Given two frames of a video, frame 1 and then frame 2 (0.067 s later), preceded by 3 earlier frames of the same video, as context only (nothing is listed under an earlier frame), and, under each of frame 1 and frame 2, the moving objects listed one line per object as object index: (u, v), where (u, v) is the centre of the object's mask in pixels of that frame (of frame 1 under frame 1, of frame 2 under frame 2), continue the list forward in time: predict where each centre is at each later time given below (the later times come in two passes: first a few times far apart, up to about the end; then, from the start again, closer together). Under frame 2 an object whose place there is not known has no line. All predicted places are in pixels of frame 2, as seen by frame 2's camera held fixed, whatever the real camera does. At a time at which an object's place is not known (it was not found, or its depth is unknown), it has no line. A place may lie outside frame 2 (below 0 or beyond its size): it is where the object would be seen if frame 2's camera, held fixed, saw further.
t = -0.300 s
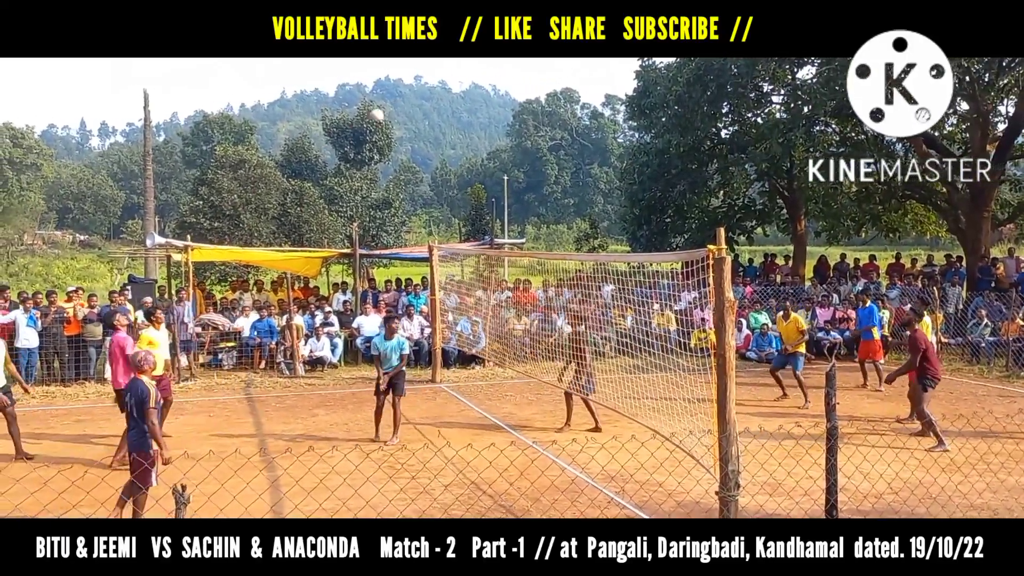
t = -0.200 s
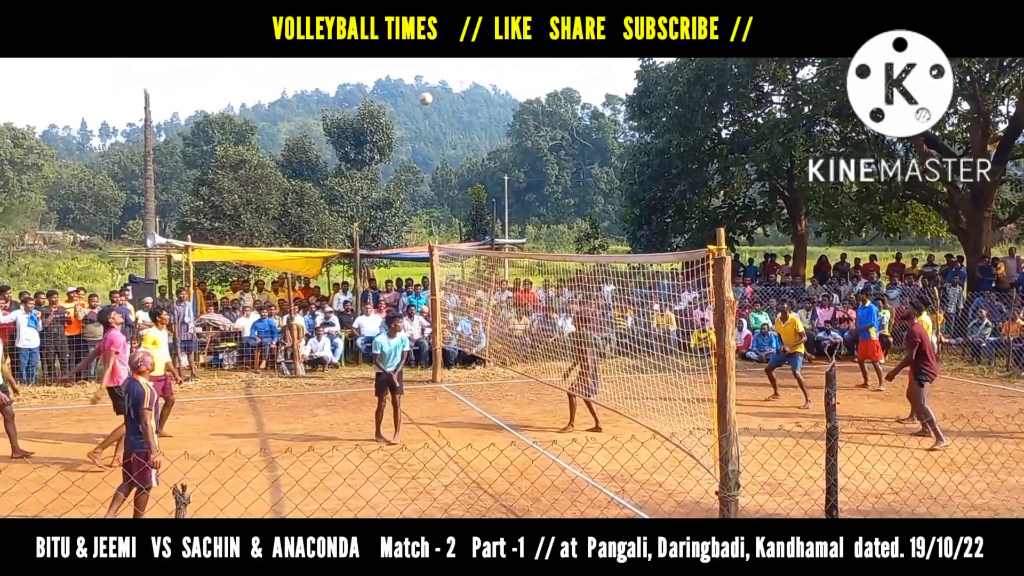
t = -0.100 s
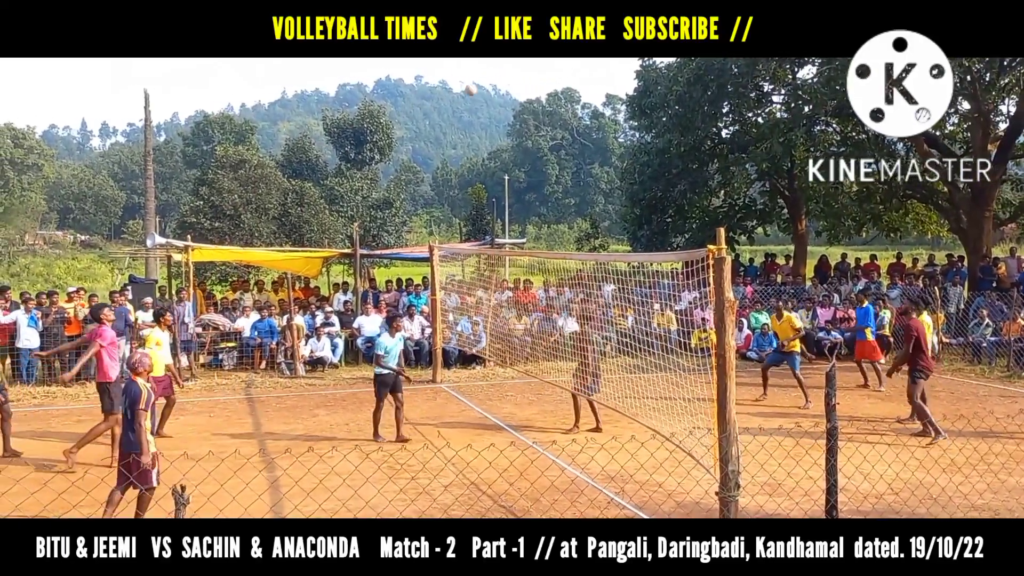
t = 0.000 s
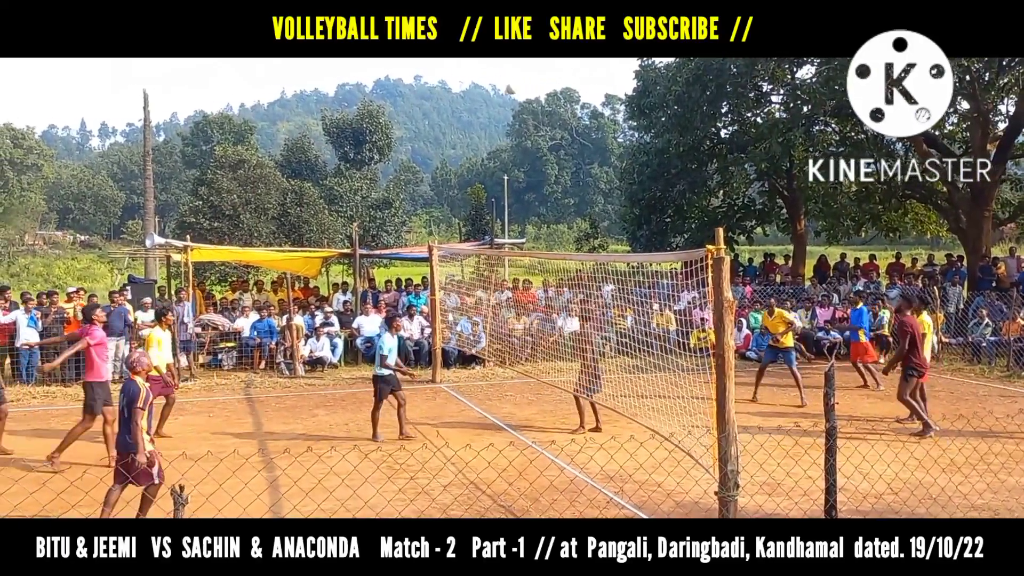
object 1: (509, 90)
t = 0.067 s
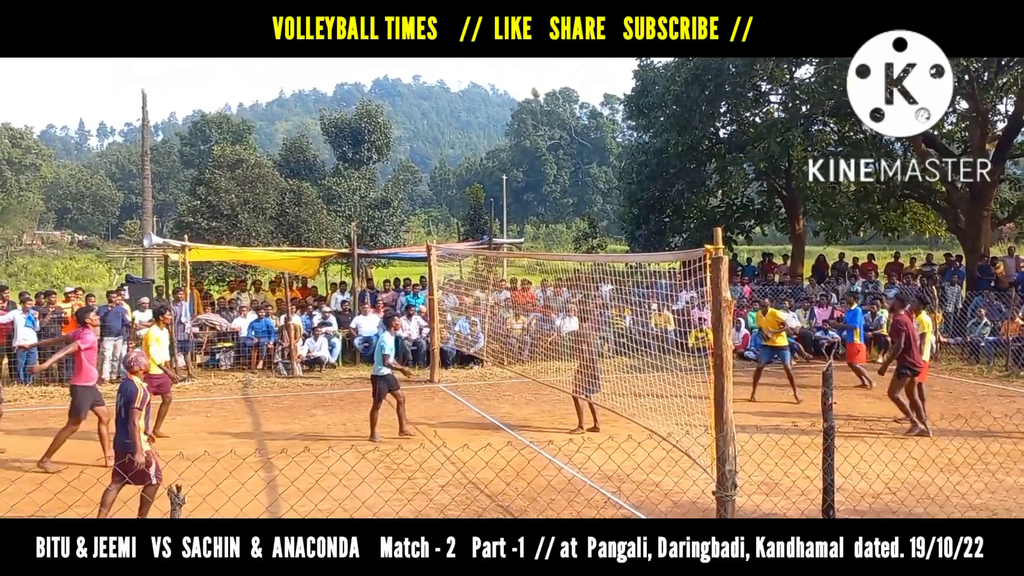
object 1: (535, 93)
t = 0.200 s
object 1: (584, 107)
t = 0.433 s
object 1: (662, 158)
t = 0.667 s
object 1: (727, 235)
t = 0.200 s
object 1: (584, 107)
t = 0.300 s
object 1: (620, 125)
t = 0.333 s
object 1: (631, 132)
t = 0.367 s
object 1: (641, 140)
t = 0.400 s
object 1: (652, 149)
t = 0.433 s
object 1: (662, 158)
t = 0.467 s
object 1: (672, 167)
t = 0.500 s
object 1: (681, 177)
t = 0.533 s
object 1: (691, 188)
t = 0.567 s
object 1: (700, 199)
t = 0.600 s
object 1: (709, 210)
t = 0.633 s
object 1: (718, 222)
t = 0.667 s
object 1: (727, 235)
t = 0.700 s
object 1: (735, 247)
